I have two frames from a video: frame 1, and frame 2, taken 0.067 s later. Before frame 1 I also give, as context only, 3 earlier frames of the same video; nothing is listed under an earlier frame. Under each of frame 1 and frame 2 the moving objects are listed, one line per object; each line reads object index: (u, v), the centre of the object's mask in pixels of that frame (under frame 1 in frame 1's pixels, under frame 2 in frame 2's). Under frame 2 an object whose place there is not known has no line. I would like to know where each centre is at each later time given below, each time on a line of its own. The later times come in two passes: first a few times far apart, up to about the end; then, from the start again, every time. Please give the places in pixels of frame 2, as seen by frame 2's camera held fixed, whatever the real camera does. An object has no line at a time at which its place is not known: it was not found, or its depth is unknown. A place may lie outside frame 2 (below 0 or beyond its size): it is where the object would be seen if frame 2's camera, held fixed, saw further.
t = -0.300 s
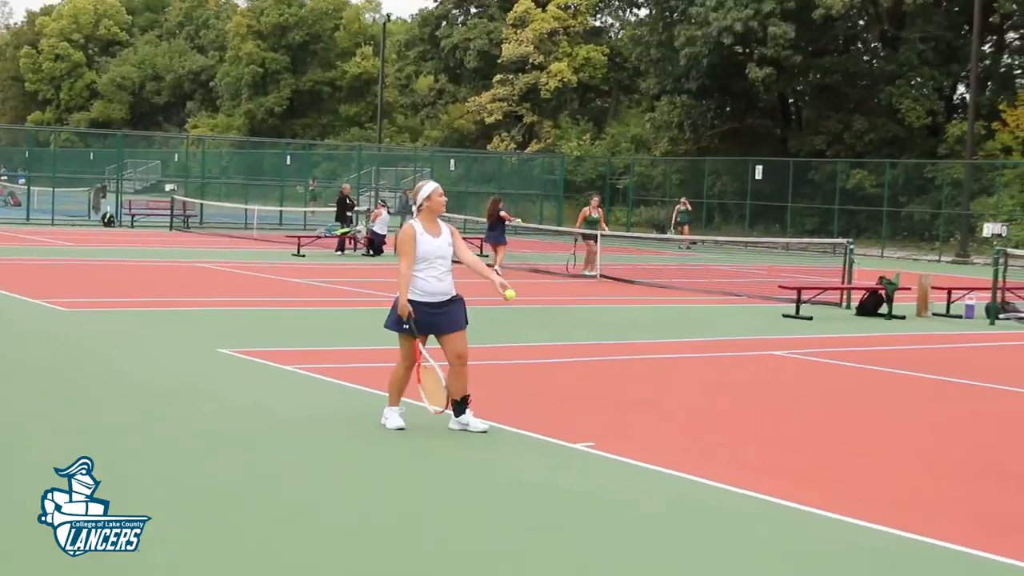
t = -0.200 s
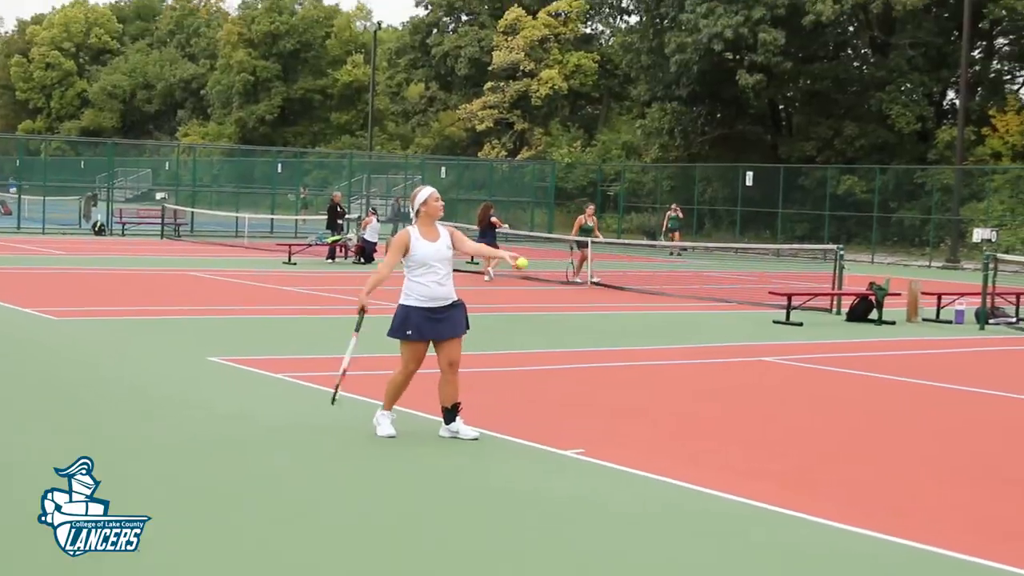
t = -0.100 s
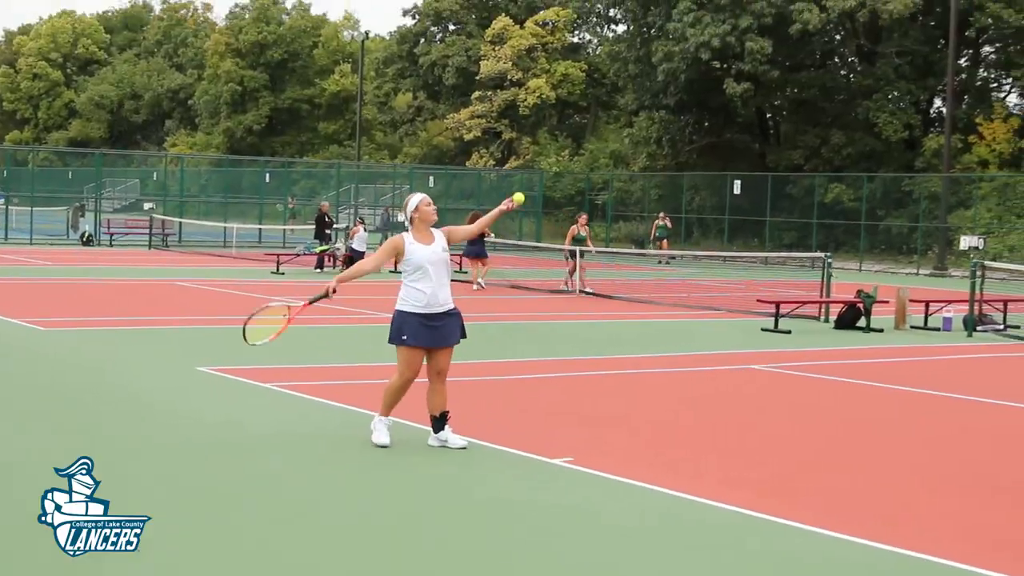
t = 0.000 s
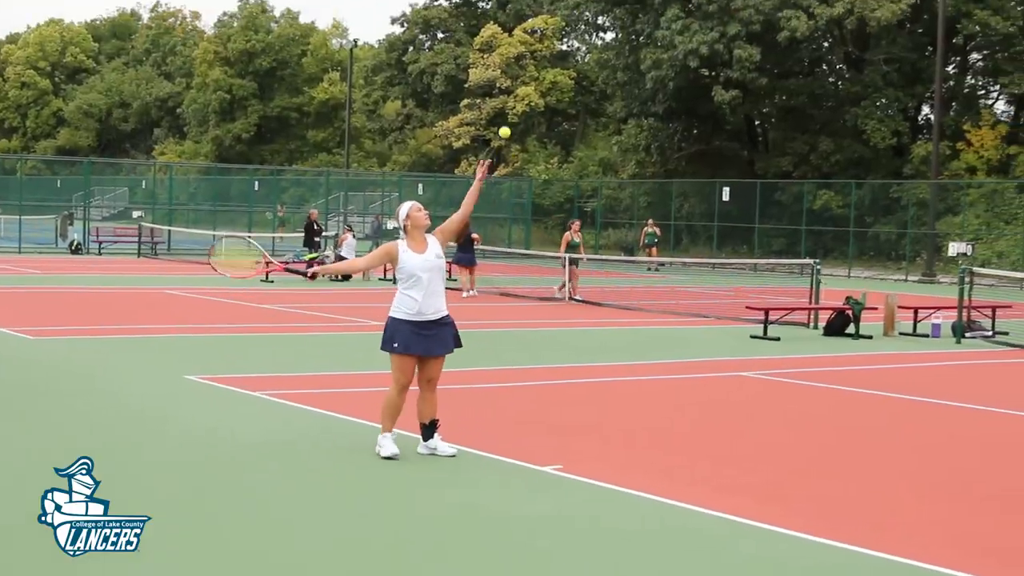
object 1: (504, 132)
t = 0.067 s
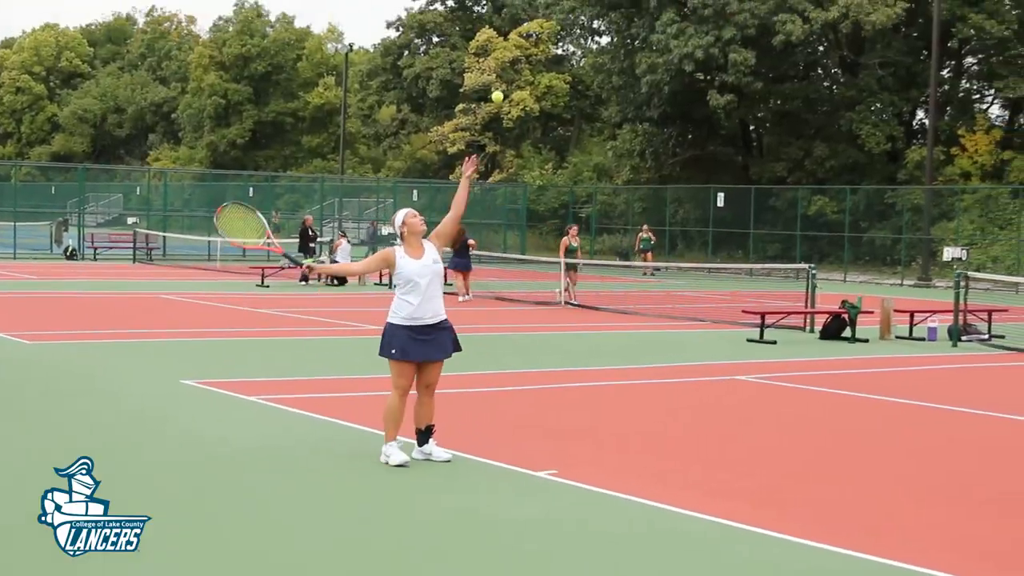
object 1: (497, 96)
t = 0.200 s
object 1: (493, 35)
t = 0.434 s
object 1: (482, -1)
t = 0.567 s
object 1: (471, 17)
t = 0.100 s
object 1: (497, 77)
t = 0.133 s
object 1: (497, 60)
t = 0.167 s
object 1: (493, 48)
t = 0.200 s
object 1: (493, 35)
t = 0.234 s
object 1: (491, 25)
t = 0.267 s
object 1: (489, 17)
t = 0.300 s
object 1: (489, 10)
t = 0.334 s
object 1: (488, 3)
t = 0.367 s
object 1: (486, 1)
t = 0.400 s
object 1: (483, -3)
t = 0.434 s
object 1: (482, -1)
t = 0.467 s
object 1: (481, -2)
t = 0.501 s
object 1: (477, 3)
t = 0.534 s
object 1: (479, 8)
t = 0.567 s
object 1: (471, 17)
